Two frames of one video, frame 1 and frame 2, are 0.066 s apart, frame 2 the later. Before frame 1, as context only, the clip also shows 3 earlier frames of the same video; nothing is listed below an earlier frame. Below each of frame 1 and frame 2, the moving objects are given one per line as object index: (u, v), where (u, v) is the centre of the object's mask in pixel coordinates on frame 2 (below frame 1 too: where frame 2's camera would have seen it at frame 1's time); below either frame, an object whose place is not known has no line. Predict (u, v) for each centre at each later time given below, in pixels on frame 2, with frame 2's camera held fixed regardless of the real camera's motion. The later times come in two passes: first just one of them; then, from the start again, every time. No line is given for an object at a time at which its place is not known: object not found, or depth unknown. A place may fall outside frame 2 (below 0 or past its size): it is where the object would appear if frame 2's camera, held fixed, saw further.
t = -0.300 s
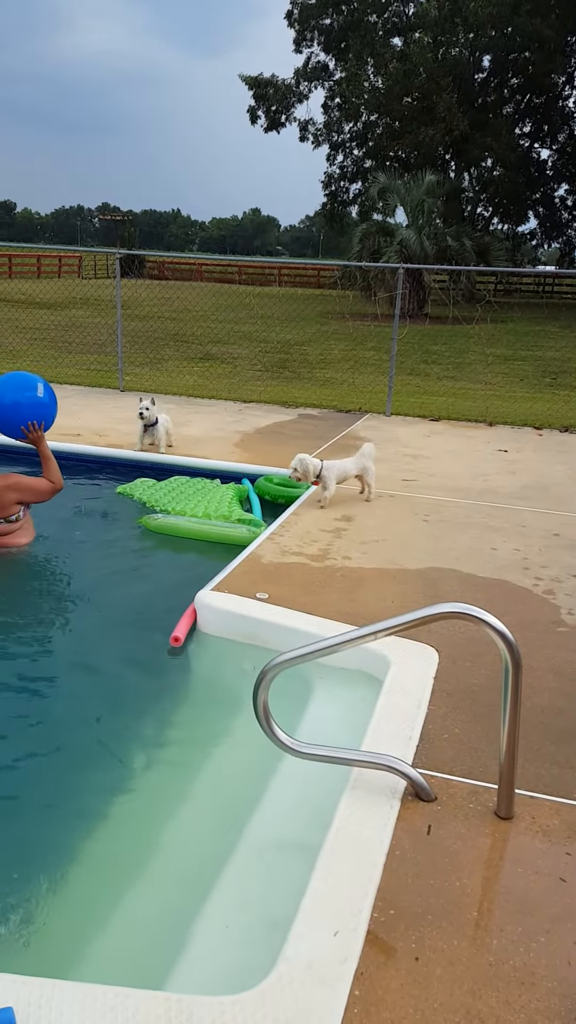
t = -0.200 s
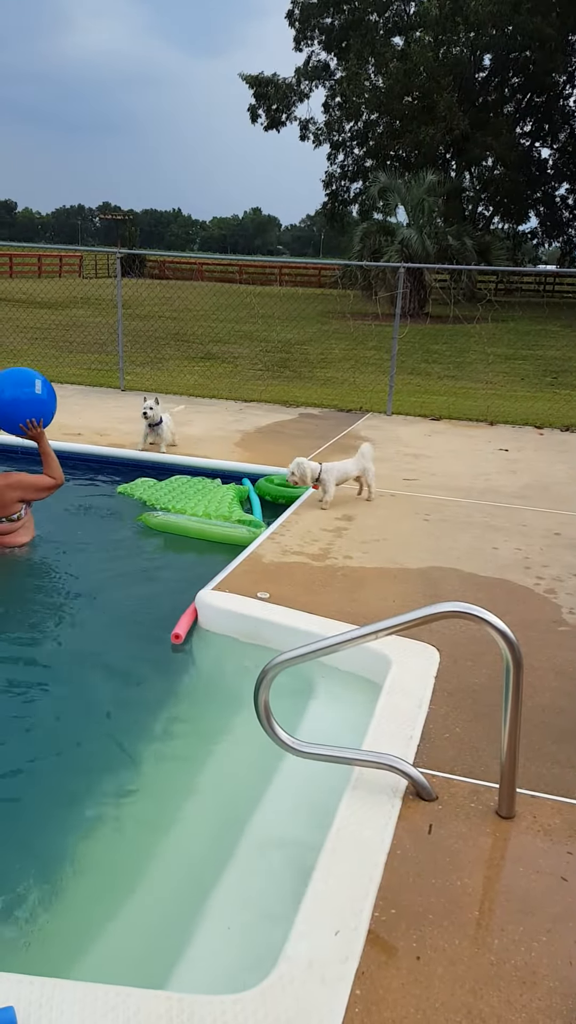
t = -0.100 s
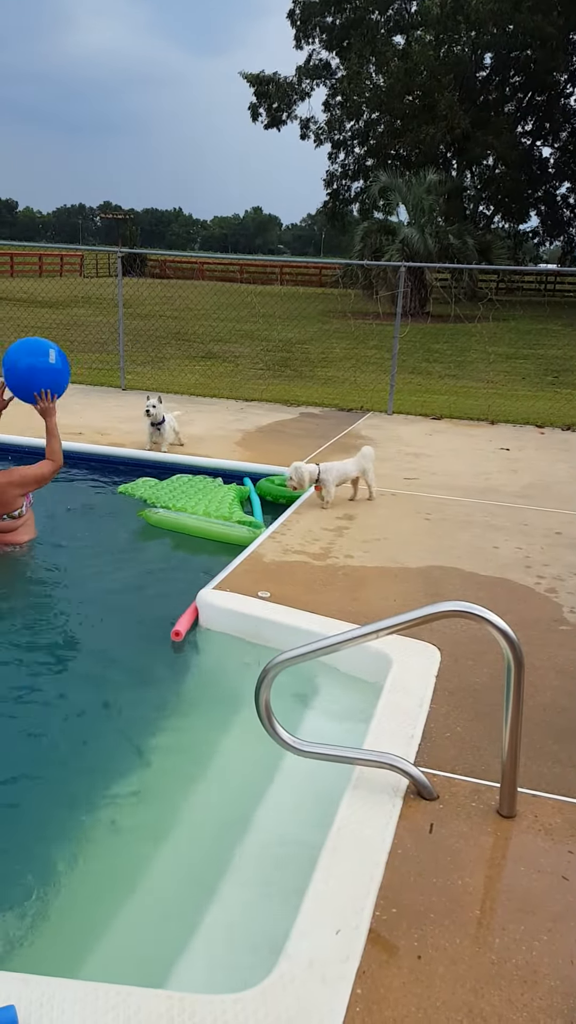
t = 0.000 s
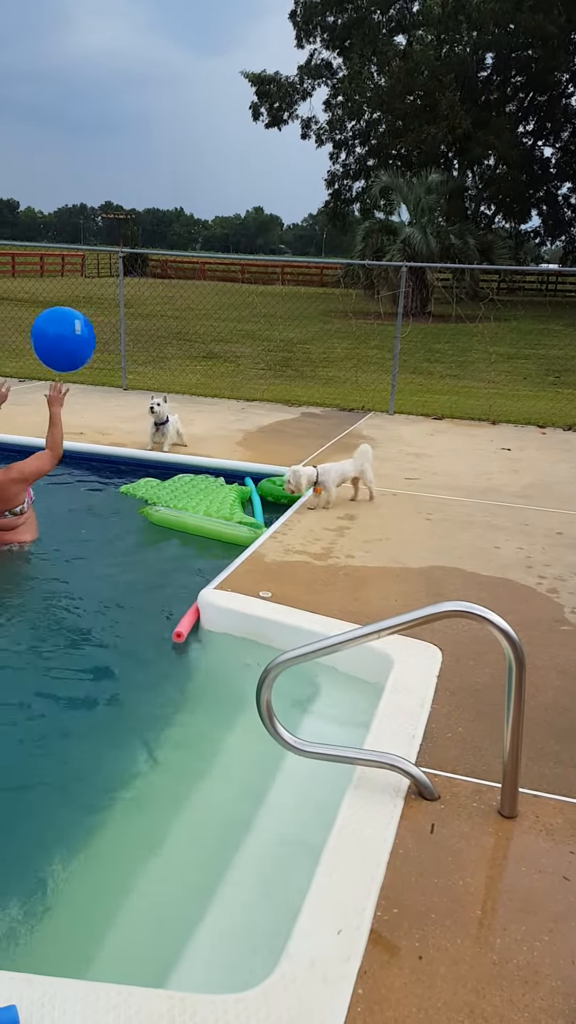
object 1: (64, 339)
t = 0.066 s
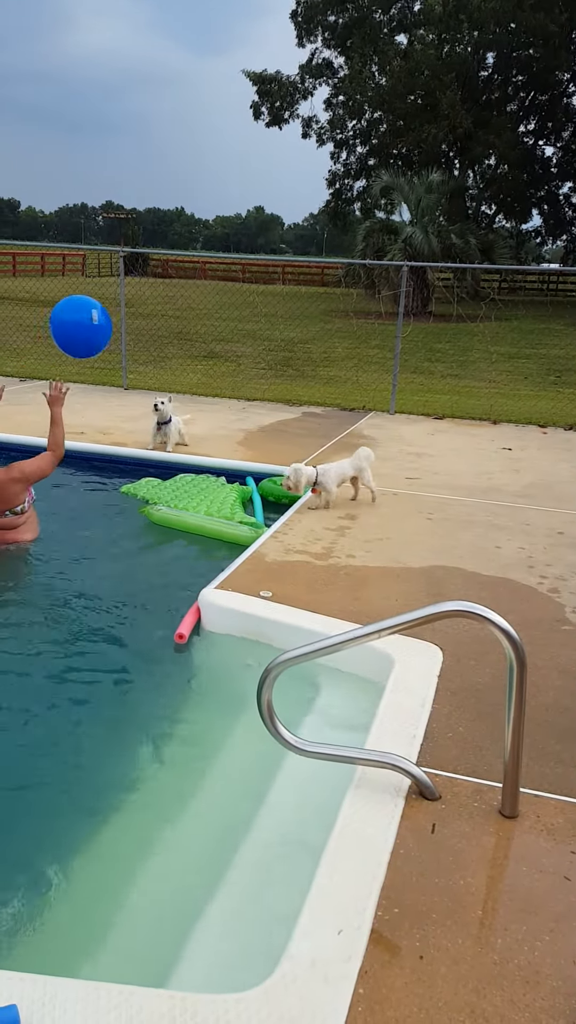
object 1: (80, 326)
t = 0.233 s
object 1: (122, 326)
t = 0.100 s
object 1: (89, 323)
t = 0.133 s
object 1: (97, 322)
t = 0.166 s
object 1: (106, 322)
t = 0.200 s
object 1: (114, 323)
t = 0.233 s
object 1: (122, 326)
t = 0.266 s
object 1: (129, 330)
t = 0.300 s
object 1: (137, 335)
